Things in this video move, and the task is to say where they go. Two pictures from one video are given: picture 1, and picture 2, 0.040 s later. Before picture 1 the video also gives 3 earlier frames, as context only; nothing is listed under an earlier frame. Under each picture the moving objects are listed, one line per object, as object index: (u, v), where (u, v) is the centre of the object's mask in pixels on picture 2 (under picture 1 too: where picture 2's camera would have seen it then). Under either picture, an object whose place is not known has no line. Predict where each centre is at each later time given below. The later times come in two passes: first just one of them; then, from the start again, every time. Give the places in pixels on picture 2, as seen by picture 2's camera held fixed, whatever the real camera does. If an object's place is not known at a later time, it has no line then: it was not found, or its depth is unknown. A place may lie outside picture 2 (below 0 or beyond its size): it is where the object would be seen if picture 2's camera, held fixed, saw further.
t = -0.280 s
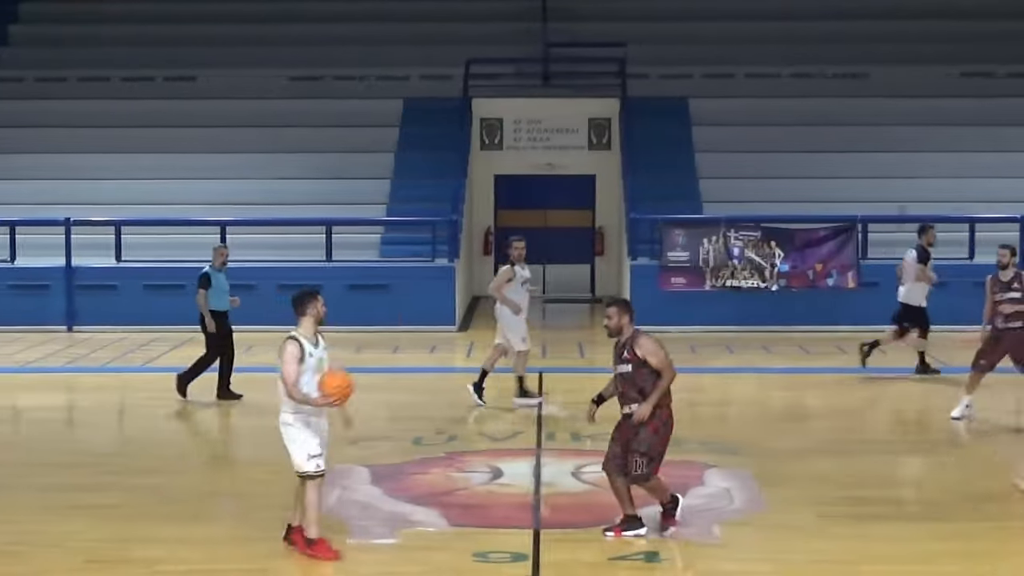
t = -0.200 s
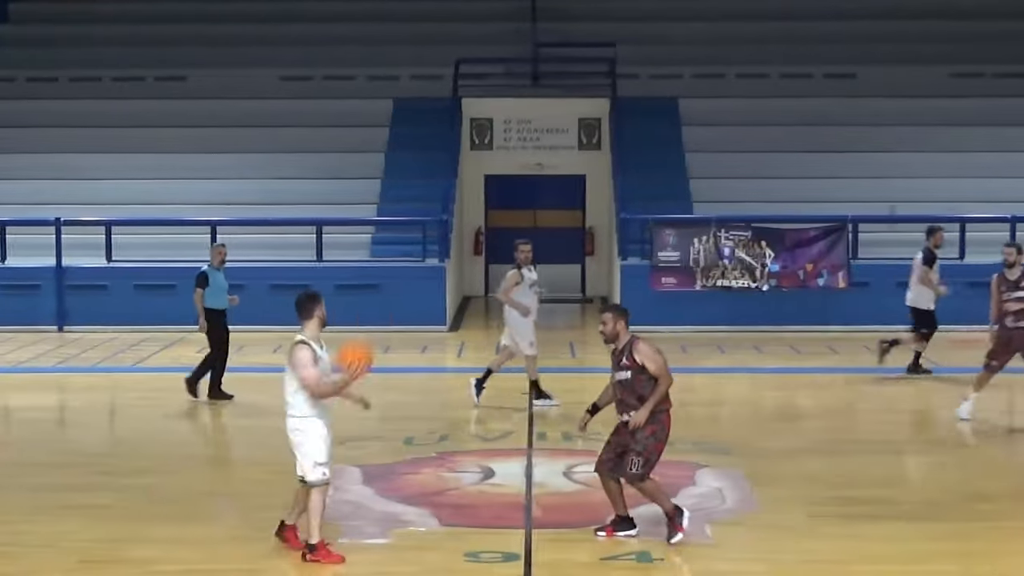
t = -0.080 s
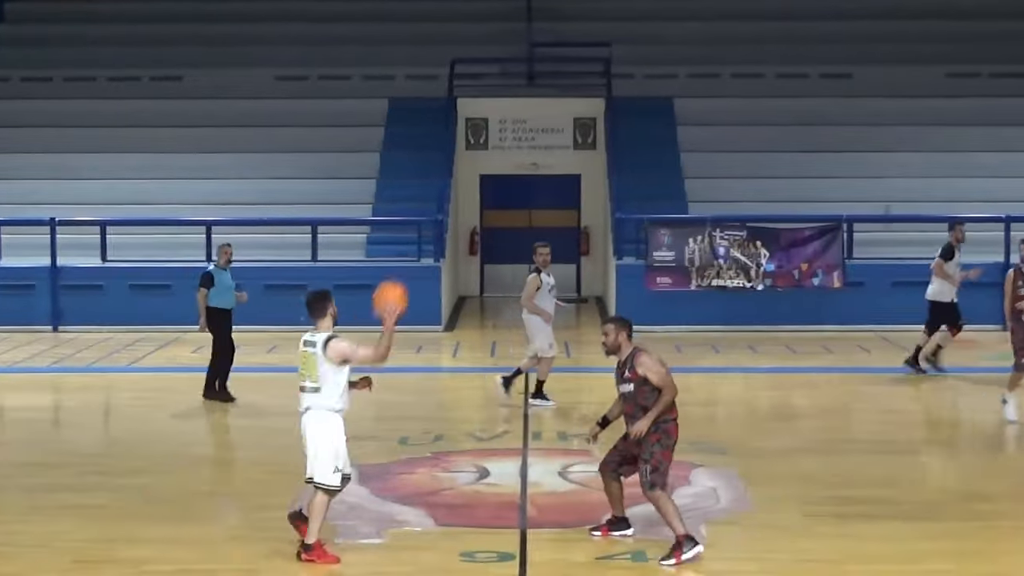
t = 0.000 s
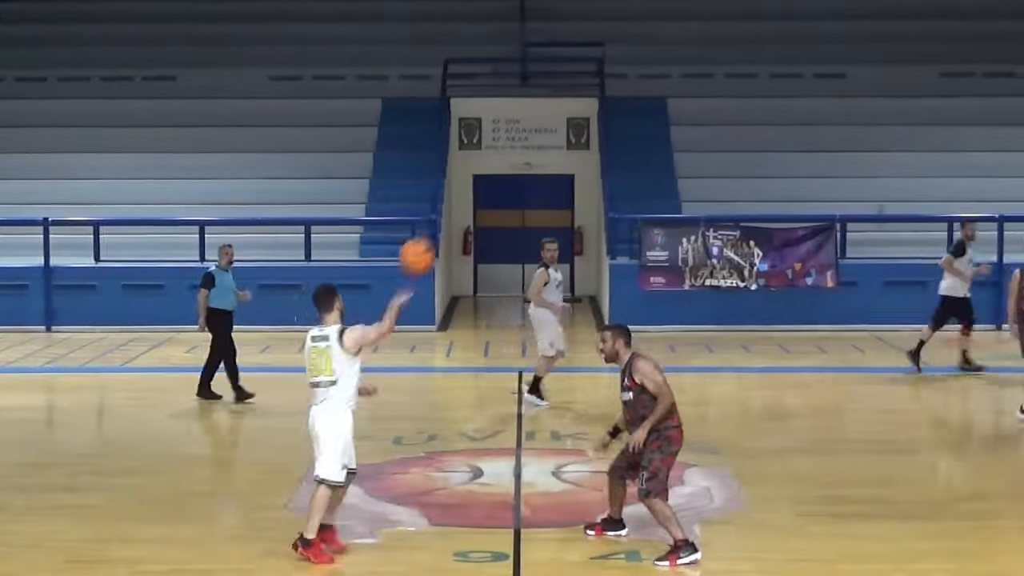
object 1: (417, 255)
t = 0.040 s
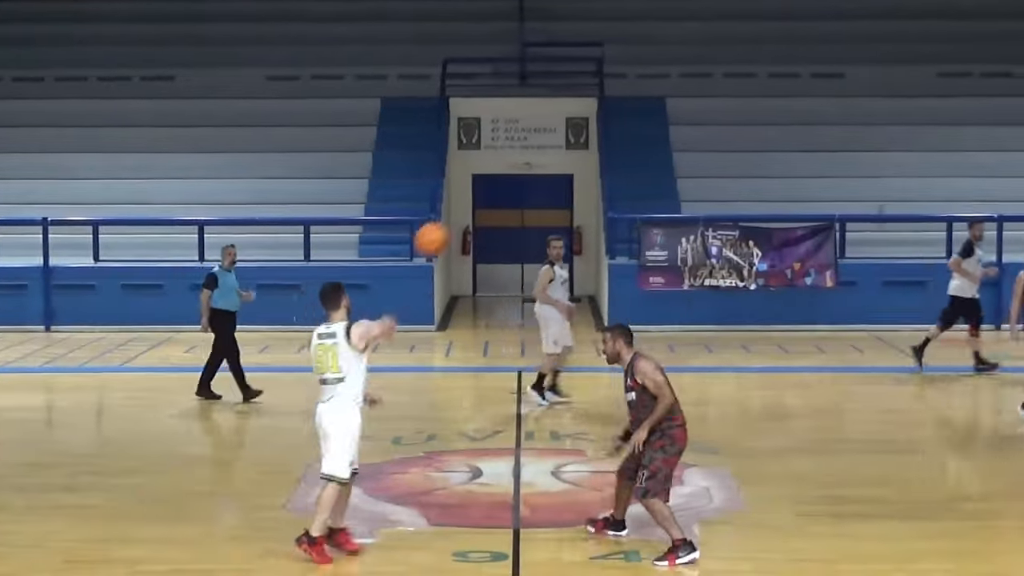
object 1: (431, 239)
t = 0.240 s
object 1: (502, 198)
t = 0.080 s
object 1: (446, 226)
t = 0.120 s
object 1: (462, 215)
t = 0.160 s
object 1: (476, 208)
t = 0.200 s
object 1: (489, 202)
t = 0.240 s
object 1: (502, 198)
